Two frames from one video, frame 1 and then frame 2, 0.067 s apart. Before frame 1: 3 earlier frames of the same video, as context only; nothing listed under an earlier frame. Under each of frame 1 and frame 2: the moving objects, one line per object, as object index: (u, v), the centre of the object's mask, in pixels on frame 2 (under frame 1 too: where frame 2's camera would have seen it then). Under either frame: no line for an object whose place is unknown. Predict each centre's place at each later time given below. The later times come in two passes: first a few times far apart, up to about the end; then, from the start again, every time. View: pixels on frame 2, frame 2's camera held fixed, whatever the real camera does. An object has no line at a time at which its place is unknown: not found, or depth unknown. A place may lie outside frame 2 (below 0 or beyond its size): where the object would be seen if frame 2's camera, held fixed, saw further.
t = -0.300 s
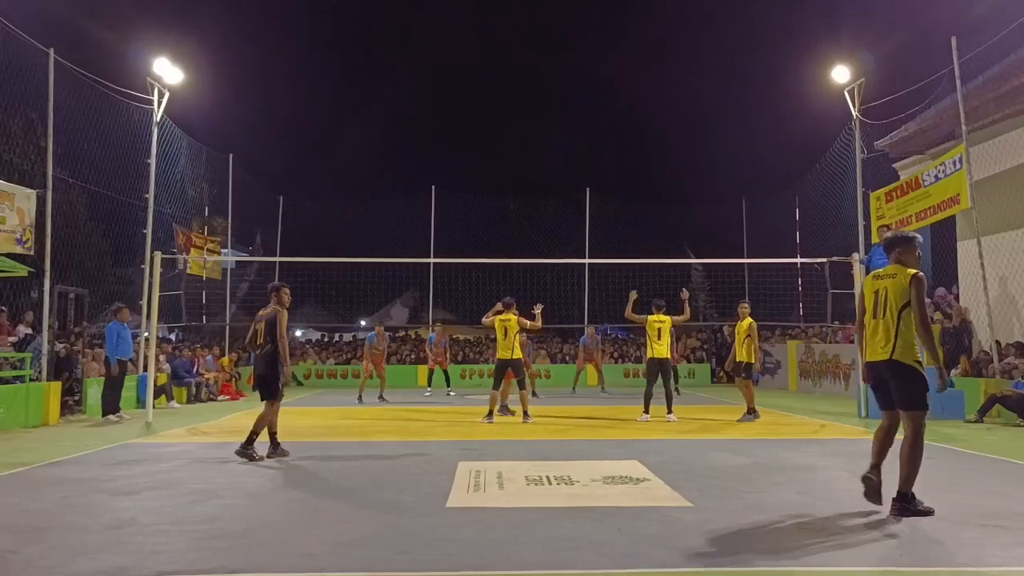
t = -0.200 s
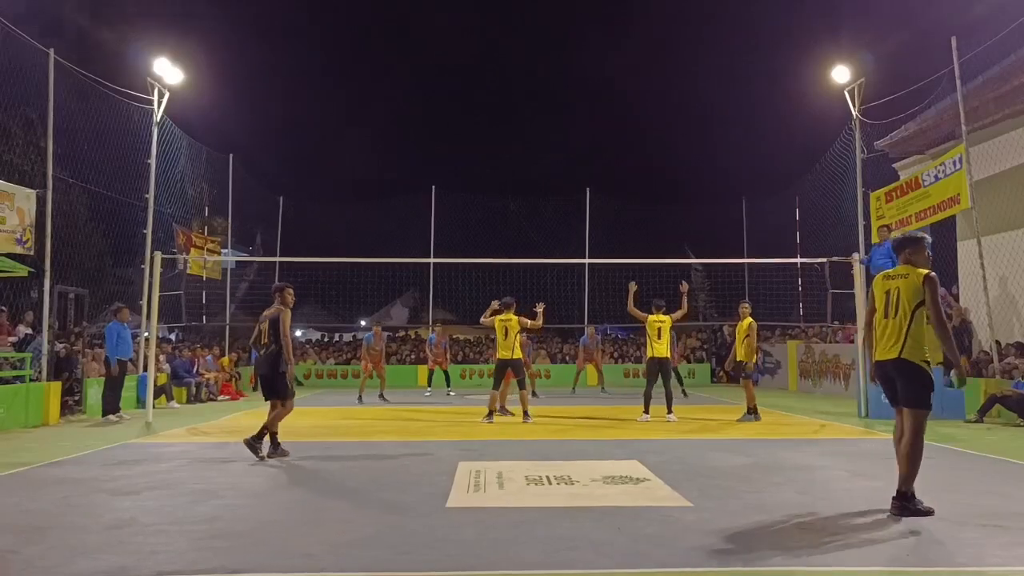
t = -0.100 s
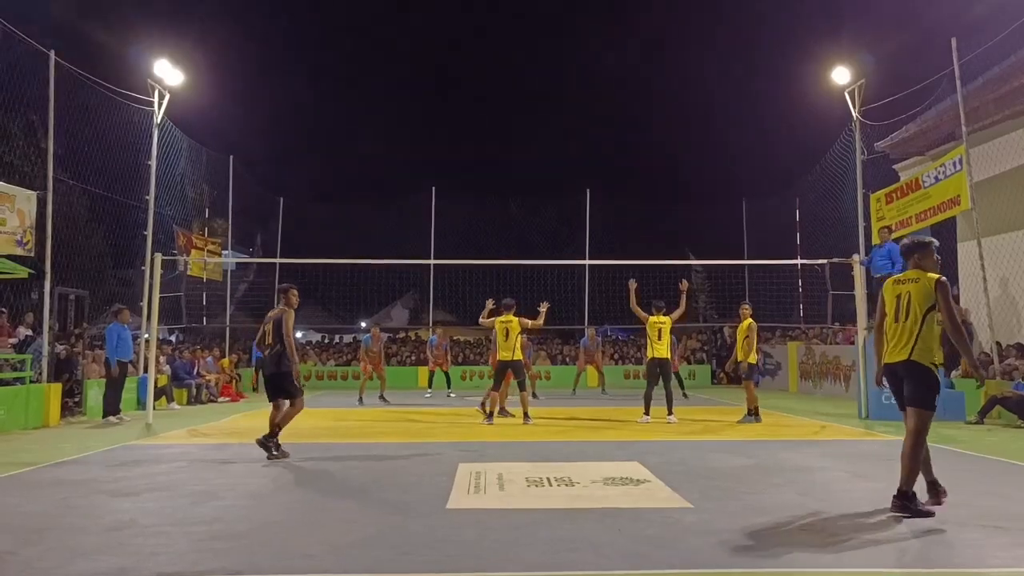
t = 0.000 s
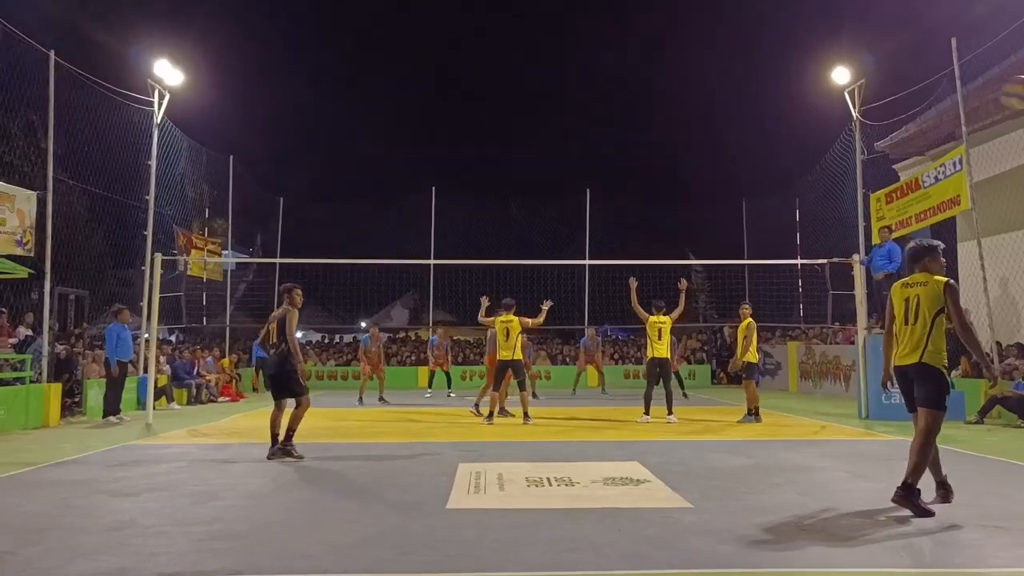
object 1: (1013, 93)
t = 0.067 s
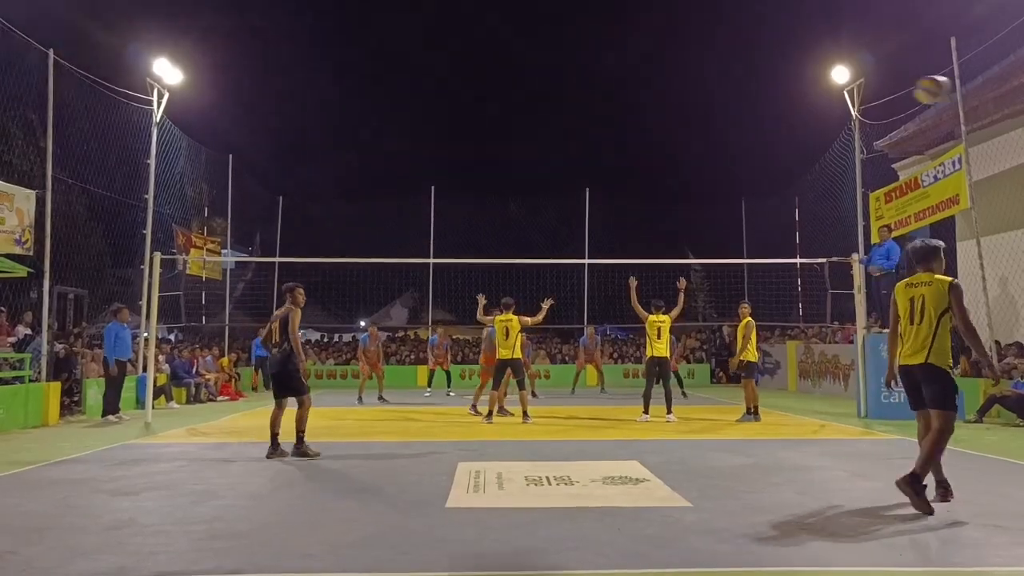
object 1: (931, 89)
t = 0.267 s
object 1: (772, 104)
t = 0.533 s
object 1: (672, 147)
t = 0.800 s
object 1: (615, 211)
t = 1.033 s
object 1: (581, 271)
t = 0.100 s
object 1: (896, 90)
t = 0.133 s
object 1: (867, 92)
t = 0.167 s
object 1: (834, 97)
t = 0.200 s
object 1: (813, 97)
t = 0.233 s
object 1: (792, 100)
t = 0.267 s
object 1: (772, 104)
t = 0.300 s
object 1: (755, 108)
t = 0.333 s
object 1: (739, 112)
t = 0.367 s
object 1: (725, 117)
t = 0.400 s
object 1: (712, 122)
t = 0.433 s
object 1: (701, 128)
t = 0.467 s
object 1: (690, 134)
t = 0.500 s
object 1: (680, 140)
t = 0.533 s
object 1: (672, 147)
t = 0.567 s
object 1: (663, 154)
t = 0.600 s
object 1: (655, 162)
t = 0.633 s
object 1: (648, 169)
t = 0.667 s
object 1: (640, 177)
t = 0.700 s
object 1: (633, 186)
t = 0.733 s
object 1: (627, 194)
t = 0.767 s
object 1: (621, 202)
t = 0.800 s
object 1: (615, 211)
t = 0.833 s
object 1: (610, 219)
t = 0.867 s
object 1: (604, 227)
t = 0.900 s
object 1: (599, 236)
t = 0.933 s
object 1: (594, 244)
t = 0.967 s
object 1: (591, 253)
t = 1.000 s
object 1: (586, 262)
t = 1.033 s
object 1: (581, 271)
